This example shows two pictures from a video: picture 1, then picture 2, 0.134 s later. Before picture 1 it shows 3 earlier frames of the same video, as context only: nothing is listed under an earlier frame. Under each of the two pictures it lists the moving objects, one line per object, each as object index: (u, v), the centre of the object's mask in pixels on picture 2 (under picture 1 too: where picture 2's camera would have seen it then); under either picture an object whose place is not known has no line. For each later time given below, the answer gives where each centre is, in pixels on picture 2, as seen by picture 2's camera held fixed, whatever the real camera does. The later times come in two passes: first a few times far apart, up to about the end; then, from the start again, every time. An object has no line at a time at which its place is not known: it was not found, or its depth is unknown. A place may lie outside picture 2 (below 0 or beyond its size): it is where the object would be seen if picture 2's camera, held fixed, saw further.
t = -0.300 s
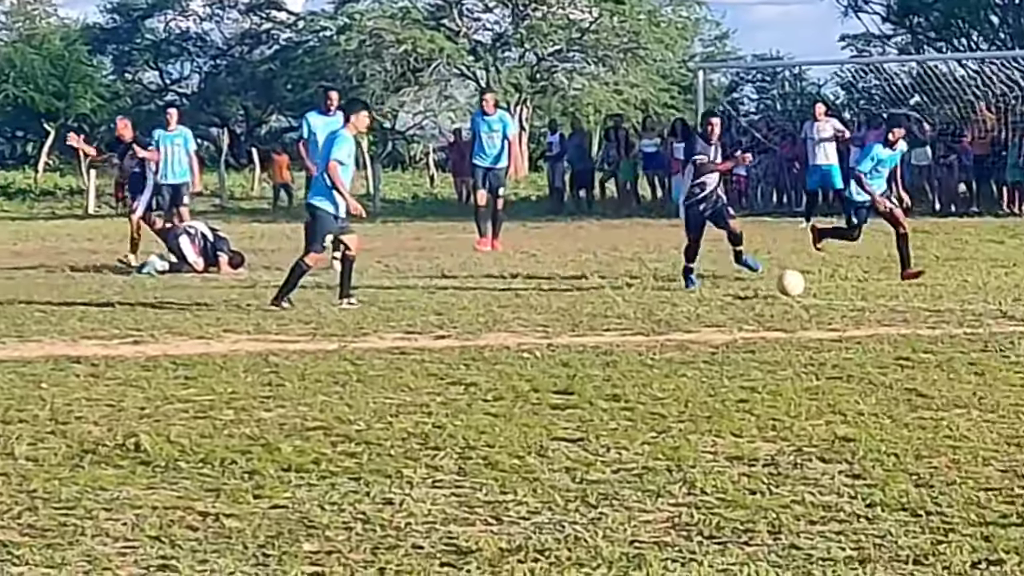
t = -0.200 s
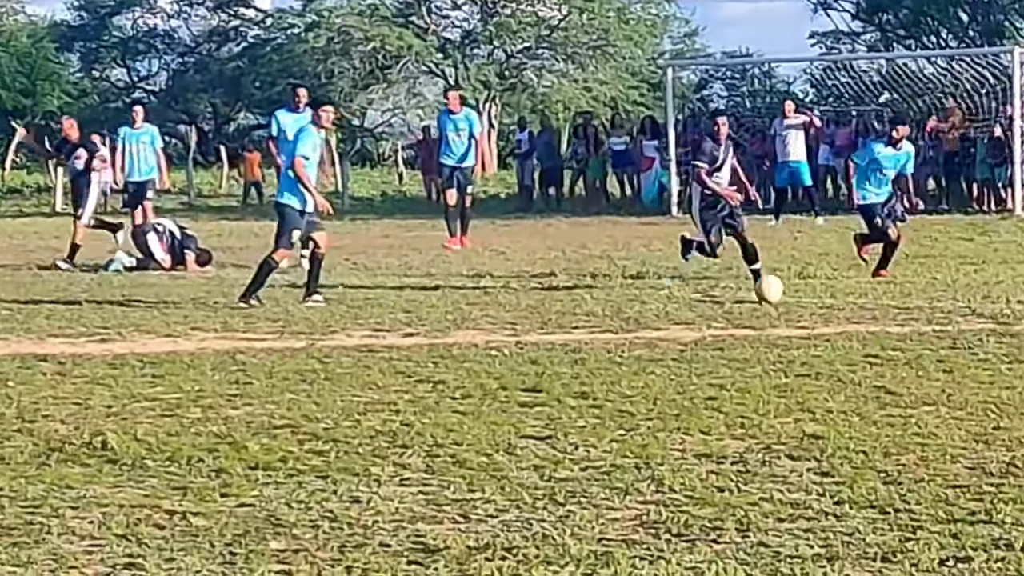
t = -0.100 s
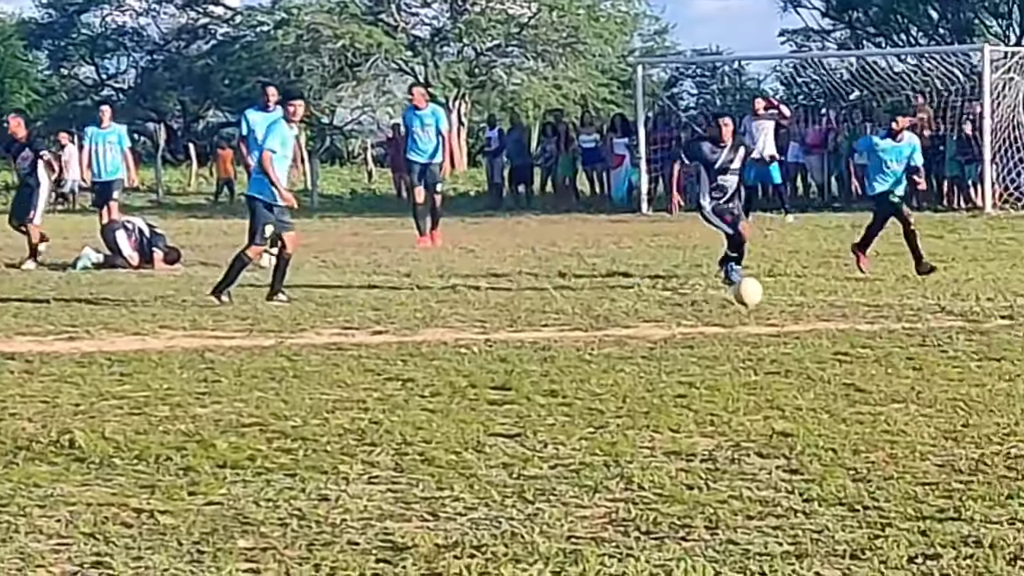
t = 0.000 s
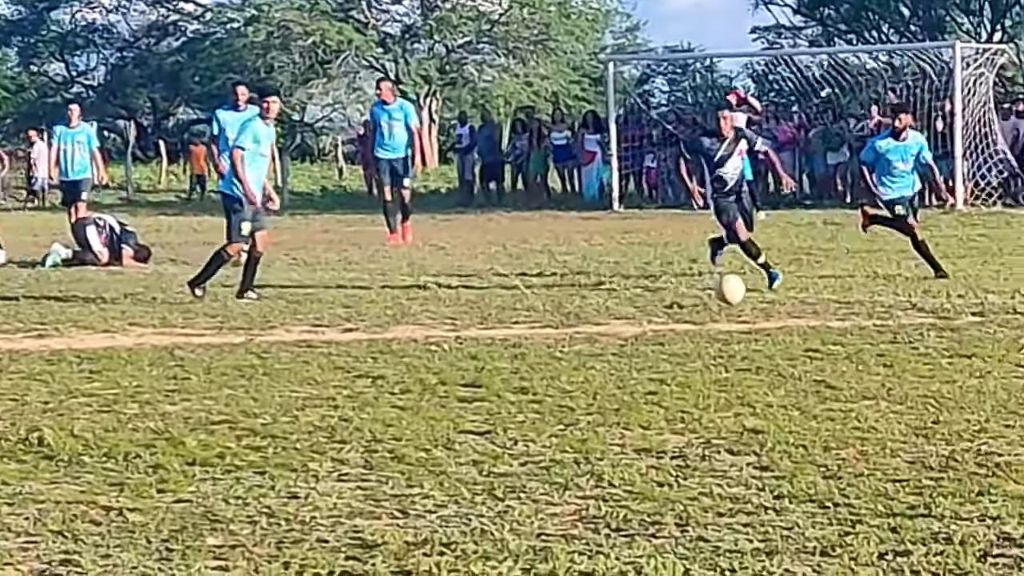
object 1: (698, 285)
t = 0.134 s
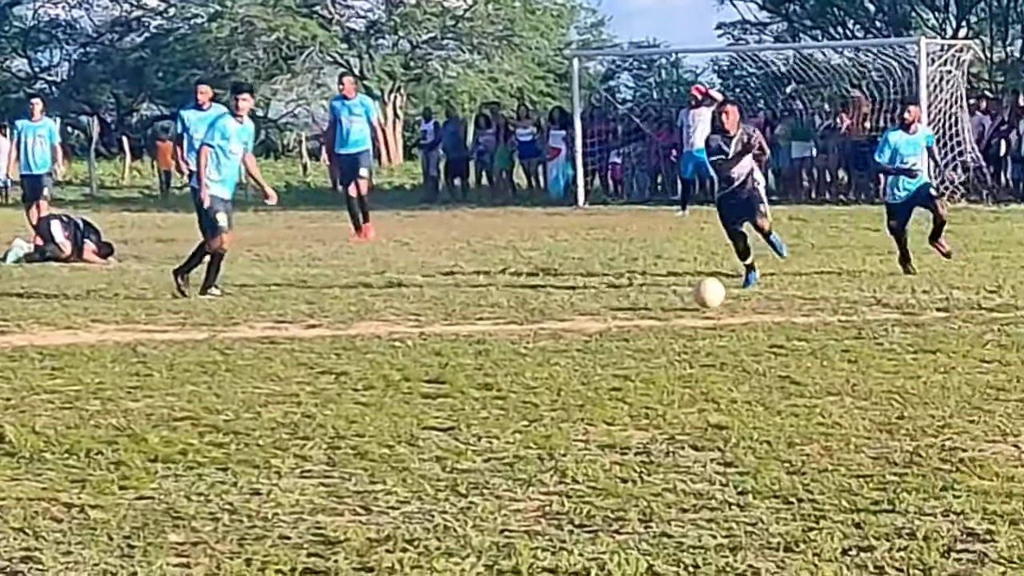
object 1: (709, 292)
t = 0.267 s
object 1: (723, 305)
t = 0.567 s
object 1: (756, 306)
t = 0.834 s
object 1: (787, 324)
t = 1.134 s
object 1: (832, 352)
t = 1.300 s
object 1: (856, 362)
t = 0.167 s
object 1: (711, 293)
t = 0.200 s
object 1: (714, 297)
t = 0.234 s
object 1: (717, 303)
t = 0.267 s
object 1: (723, 305)
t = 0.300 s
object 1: (725, 306)
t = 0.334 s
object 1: (729, 303)
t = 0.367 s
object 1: (732, 301)
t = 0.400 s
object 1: (736, 303)
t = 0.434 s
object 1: (740, 305)
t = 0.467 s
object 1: (744, 310)
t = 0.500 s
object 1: (748, 313)
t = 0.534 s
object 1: (752, 309)
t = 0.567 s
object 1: (756, 306)
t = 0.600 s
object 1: (758, 307)
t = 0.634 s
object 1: (761, 308)
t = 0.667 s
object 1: (766, 311)
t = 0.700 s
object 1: (770, 317)
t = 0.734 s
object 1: (773, 324)
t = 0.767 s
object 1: (778, 327)
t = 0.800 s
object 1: (782, 325)
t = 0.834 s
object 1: (787, 324)
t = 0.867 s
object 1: (791, 325)
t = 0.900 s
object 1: (797, 327)
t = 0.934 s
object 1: (802, 332)
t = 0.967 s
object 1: (807, 339)
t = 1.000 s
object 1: (812, 339)
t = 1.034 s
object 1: (816, 342)
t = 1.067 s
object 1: (822, 345)
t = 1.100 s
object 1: (827, 349)
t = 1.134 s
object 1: (832, 352)
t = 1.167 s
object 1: (836, 355)
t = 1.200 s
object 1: (841, 353)
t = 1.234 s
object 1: (847, 353)
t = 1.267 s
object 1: (852, 356)
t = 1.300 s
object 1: (856, 362)
